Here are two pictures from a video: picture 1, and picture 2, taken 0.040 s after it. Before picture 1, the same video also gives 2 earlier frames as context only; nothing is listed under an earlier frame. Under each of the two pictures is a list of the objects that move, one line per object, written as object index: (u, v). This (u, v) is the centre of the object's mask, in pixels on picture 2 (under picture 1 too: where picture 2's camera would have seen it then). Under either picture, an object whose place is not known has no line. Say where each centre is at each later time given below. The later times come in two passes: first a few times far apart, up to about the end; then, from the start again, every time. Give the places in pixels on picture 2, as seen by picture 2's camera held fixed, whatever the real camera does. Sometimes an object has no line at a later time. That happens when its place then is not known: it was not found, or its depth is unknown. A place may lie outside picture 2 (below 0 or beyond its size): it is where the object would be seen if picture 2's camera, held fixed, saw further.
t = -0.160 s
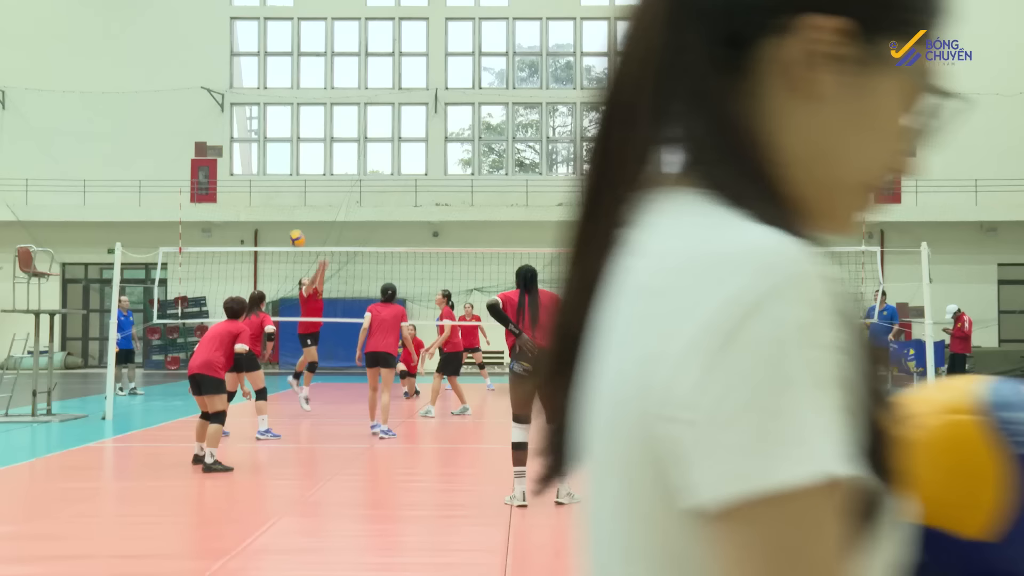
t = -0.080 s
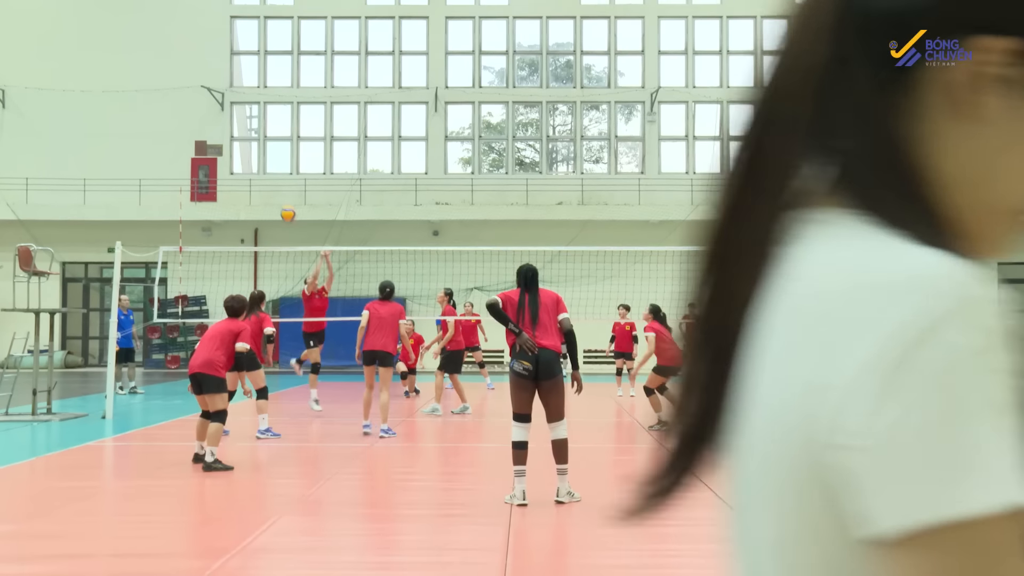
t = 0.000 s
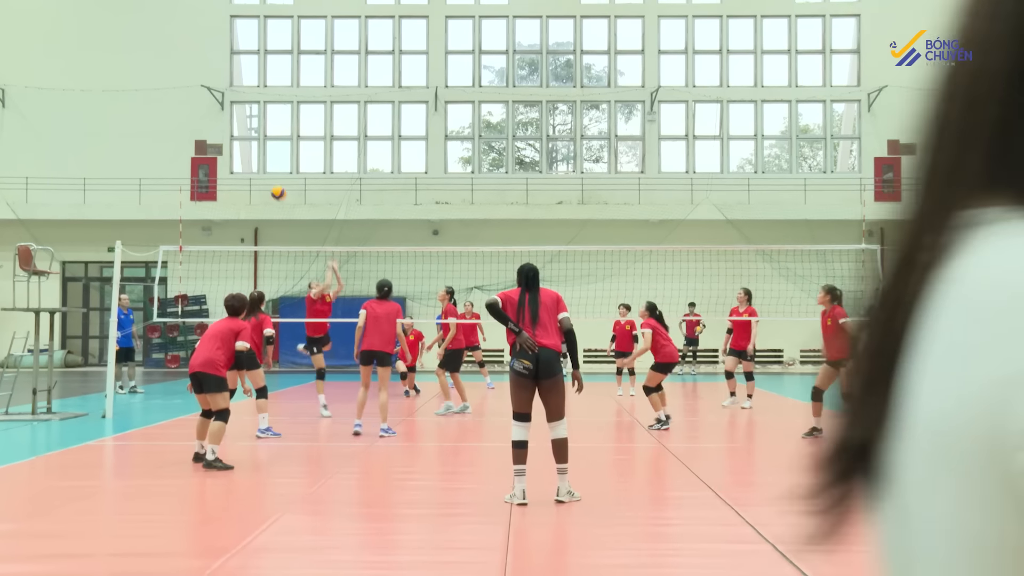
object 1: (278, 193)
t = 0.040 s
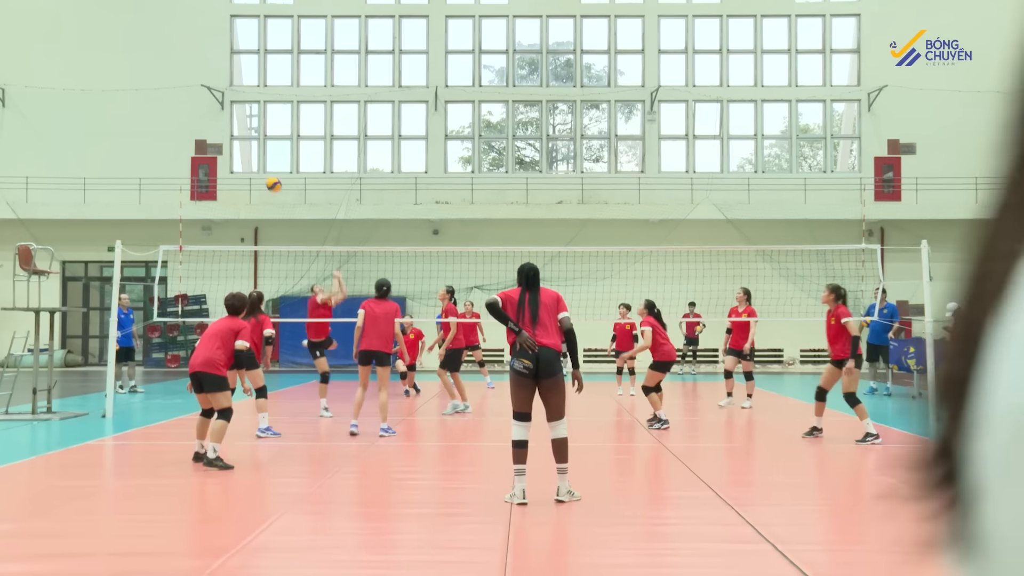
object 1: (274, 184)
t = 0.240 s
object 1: (250, 160)
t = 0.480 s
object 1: (220, 168)
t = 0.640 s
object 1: (201, 196)
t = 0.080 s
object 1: (269, 177)
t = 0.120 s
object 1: (264, 170)
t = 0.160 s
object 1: (259, 166)
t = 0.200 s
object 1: (255, 162)
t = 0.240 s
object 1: (250, 160)
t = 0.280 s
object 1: (245, 158)
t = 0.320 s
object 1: (240, 158)
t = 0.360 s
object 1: (235, 159)
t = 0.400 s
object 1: (230, 160)
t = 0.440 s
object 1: (226, 164)
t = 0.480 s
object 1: (220, 168)
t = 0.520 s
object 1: (215, 173)
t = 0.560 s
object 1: (210, 180)
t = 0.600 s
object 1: (206, 188)
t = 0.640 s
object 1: (201, 196)
